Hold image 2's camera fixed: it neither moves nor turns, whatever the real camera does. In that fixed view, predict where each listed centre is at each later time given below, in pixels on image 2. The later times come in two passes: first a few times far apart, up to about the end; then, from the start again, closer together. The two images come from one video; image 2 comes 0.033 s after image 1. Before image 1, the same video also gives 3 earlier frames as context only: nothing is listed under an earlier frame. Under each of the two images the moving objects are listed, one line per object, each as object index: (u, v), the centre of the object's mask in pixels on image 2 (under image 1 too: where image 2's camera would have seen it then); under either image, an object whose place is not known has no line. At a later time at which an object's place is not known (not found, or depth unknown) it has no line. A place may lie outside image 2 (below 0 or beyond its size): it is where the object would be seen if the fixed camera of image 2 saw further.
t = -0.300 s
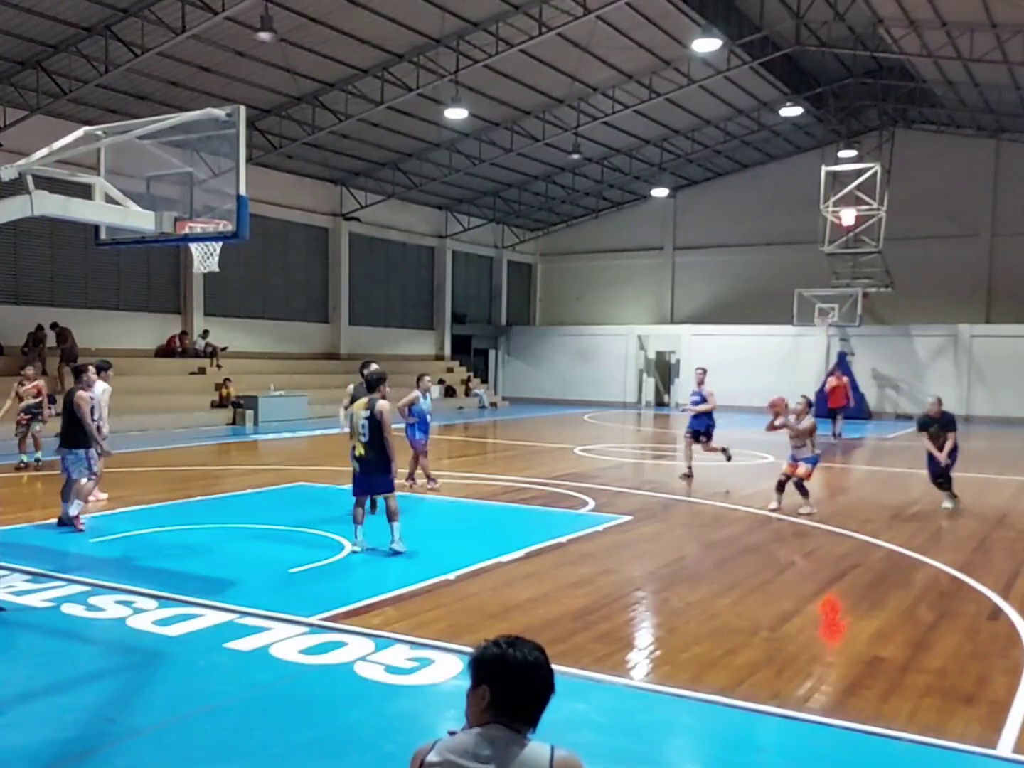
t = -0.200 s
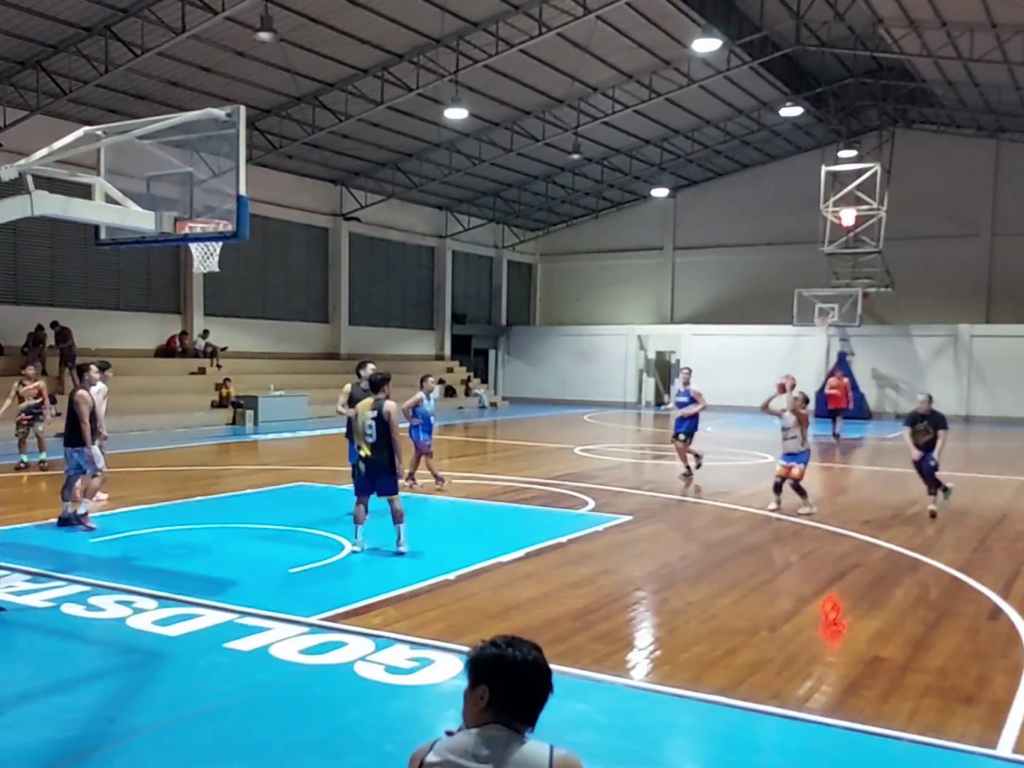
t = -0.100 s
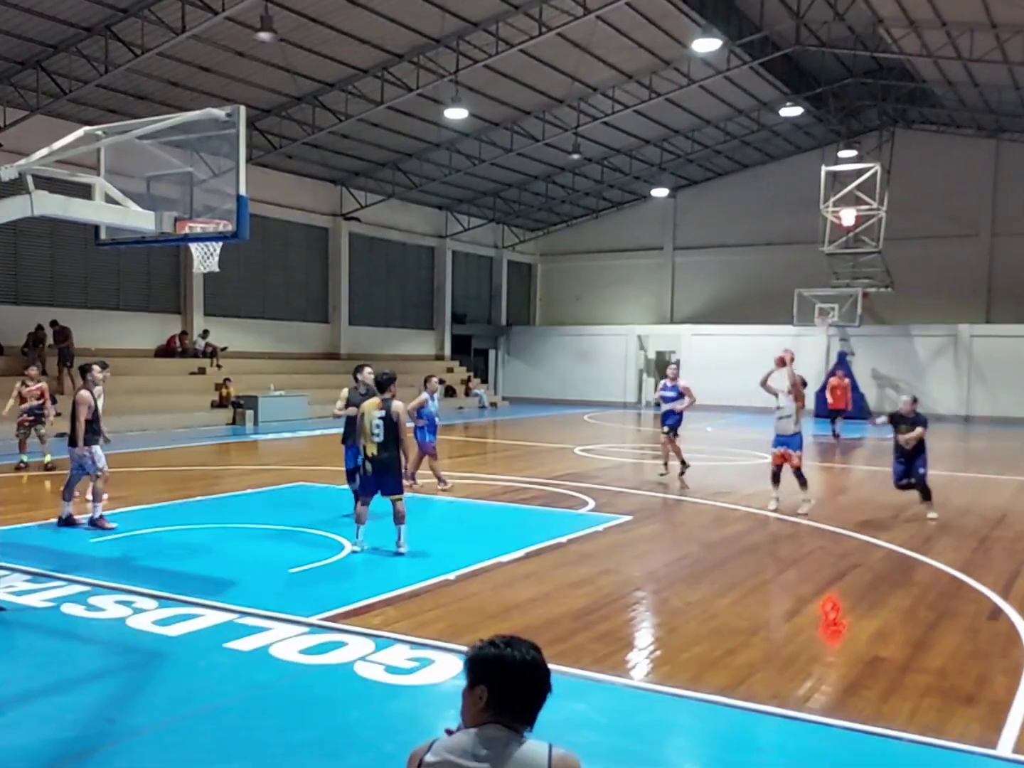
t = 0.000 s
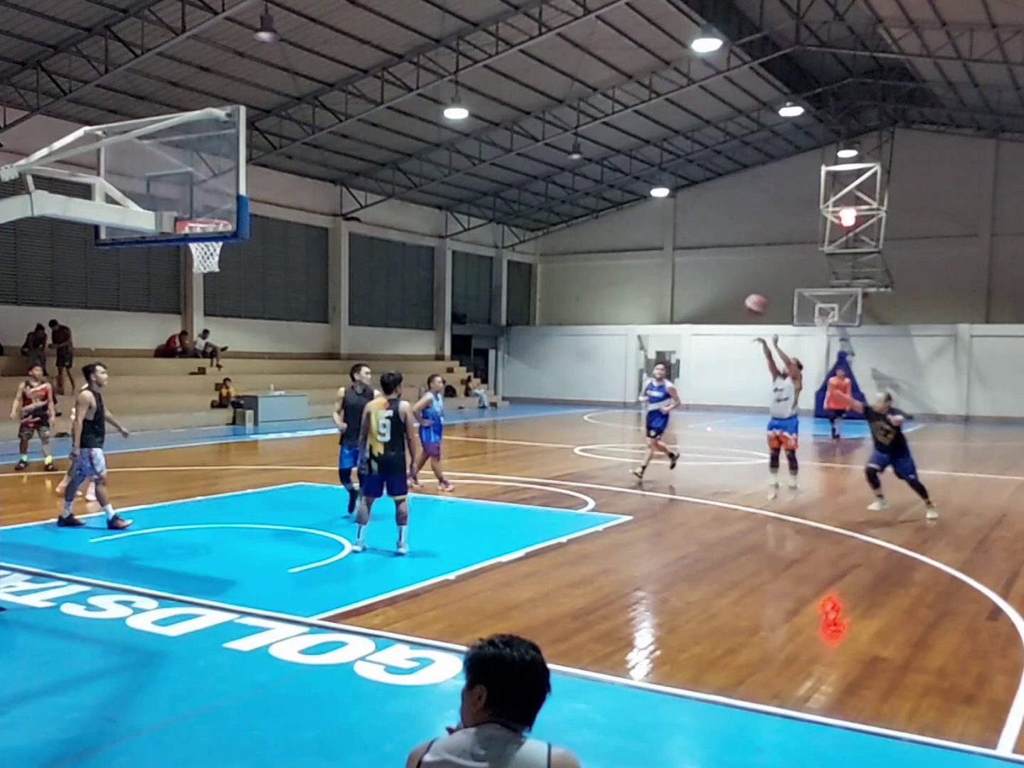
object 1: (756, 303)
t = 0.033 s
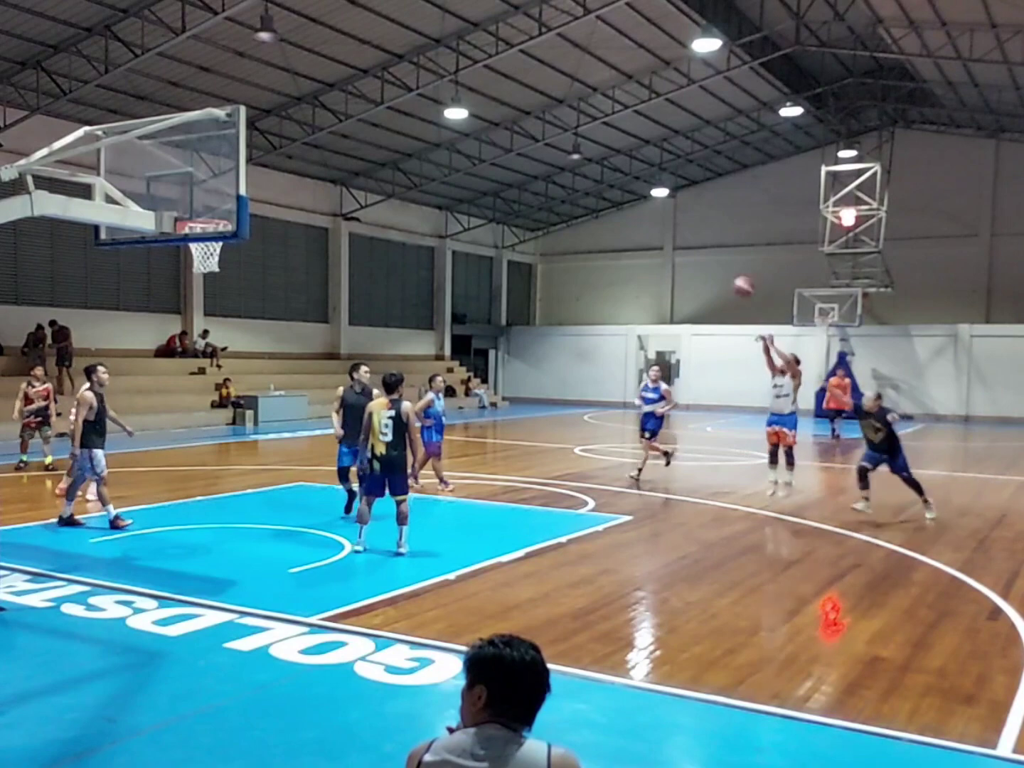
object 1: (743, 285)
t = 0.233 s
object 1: (670, 190)
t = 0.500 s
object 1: (558, 110)
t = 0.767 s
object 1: (429, 90)
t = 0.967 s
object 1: (339, 120)
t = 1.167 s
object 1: (228, 190)
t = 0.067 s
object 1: (731, 268)
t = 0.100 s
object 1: (718, 250)
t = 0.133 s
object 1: (707, 234)
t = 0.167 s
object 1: (695, 218)
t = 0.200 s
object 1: (681, 204)
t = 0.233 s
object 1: (670, 190)
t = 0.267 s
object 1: (656, 178)
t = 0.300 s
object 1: (643, 167)
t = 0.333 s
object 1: (628, 154)
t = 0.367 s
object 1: (615, 142)
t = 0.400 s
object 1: (601, 134)
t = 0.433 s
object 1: (587, 124)
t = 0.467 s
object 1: (573, 115)
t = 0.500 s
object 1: (558, 110)
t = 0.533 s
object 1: (544, 103)
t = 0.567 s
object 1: (529, 98)
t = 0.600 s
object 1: (514, 93)
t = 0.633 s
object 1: (498, 91)
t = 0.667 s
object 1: (483, 88)
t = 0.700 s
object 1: (467, 89)
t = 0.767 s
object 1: (429, 90)
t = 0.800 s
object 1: (420, 90)
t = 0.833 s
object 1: (405, 93)
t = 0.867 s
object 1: (388, 98)
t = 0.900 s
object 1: (372, 104)
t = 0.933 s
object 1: (355, 110)
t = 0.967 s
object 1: (339, 120)
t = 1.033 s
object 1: (304, 139)
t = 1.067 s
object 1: (287, 150)
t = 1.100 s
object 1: (269, 164)
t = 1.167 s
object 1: (228, 190)
